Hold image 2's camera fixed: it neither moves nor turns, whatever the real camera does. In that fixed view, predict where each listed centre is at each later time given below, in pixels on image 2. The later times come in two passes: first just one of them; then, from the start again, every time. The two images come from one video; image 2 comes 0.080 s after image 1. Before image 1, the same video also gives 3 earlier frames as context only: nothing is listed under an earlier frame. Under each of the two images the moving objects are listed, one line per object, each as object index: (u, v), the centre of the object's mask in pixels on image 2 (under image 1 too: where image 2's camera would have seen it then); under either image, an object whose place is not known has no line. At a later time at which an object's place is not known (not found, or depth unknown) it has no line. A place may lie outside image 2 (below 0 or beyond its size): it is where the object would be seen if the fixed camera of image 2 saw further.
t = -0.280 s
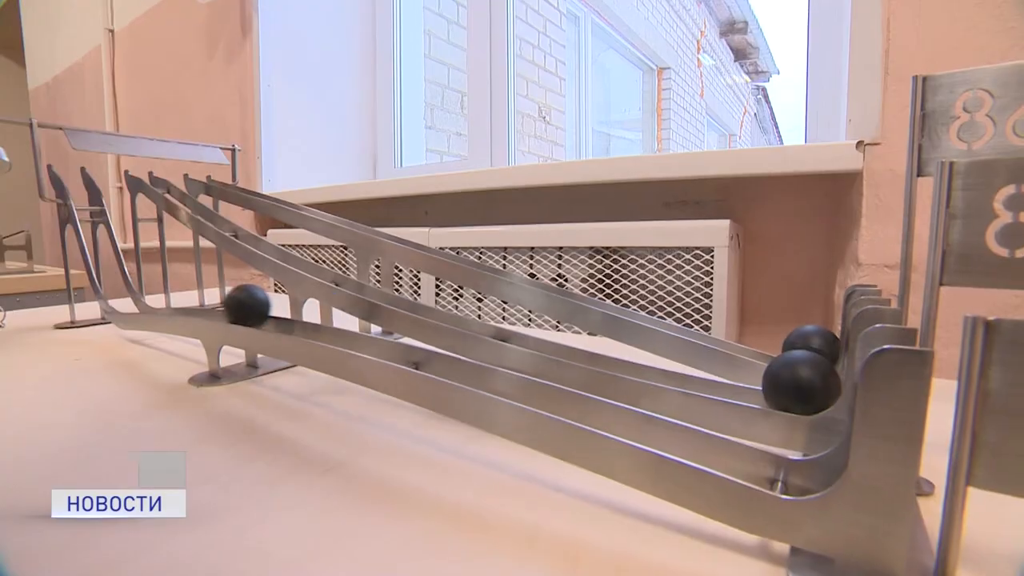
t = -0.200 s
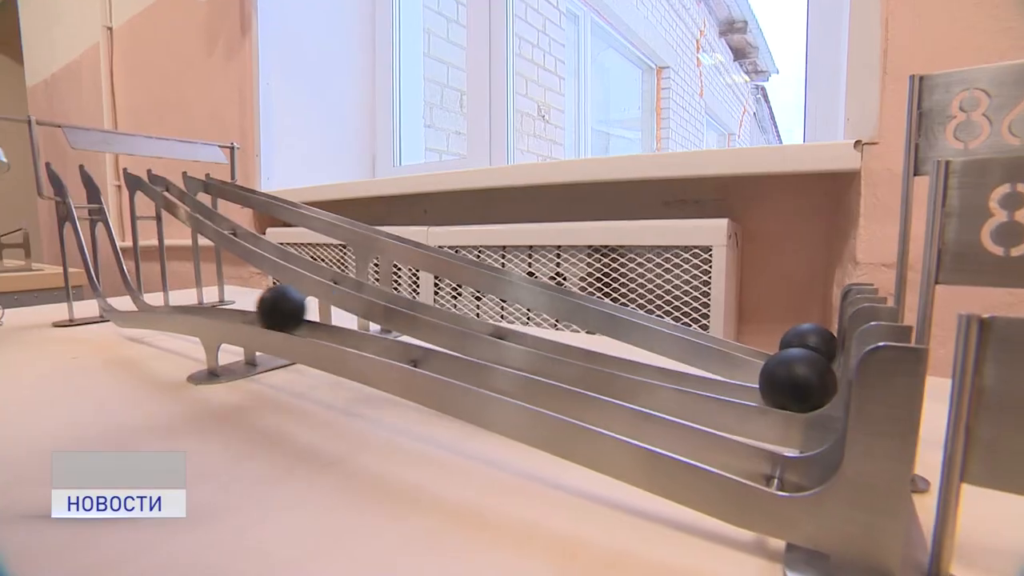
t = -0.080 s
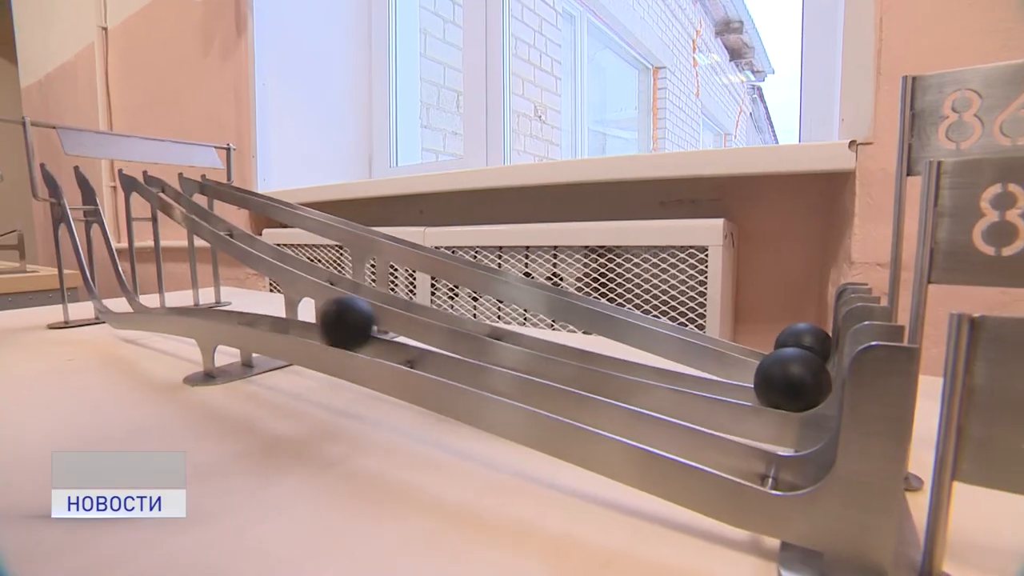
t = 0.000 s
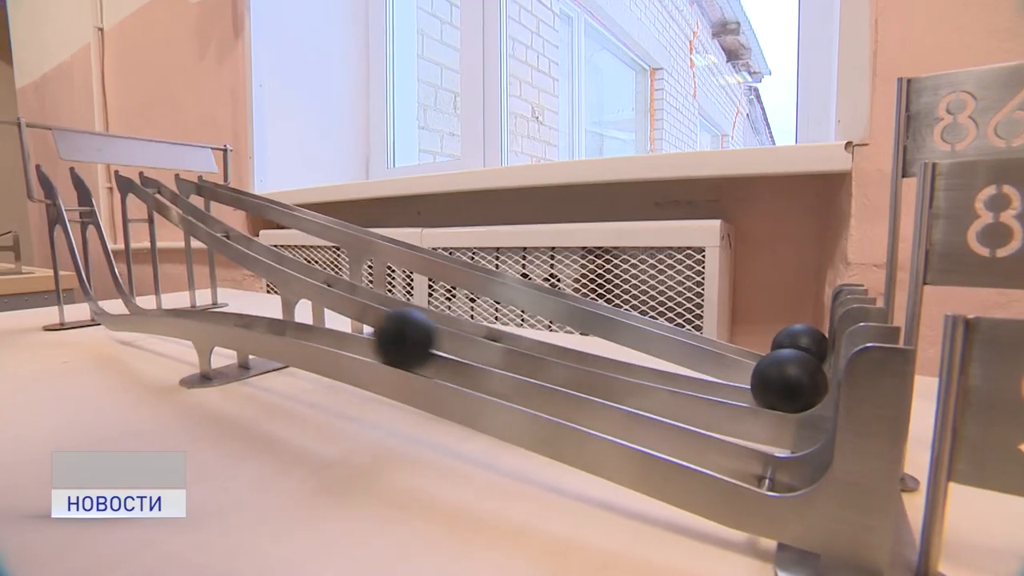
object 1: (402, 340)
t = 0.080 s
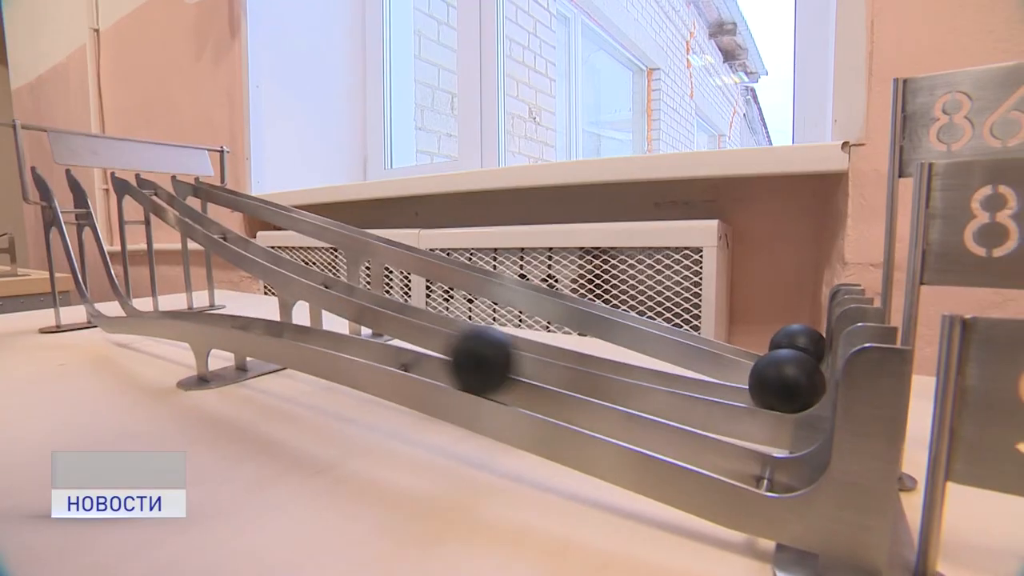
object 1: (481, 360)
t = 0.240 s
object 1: (726, 434)
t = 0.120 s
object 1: (531, 374)
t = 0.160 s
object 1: (586, 390)
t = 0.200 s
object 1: (653, 410)
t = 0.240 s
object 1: (726, 434)
